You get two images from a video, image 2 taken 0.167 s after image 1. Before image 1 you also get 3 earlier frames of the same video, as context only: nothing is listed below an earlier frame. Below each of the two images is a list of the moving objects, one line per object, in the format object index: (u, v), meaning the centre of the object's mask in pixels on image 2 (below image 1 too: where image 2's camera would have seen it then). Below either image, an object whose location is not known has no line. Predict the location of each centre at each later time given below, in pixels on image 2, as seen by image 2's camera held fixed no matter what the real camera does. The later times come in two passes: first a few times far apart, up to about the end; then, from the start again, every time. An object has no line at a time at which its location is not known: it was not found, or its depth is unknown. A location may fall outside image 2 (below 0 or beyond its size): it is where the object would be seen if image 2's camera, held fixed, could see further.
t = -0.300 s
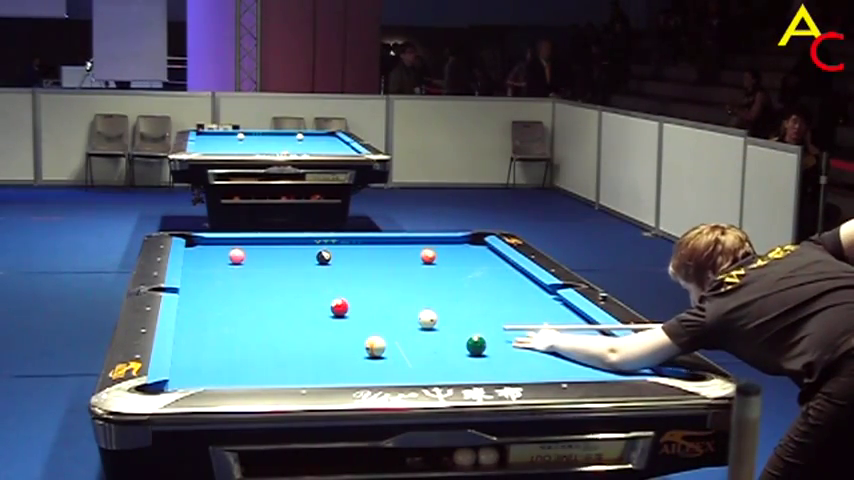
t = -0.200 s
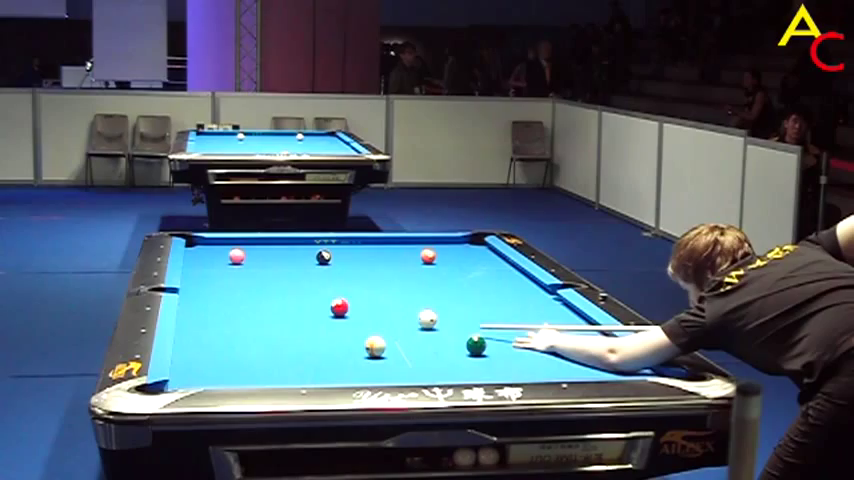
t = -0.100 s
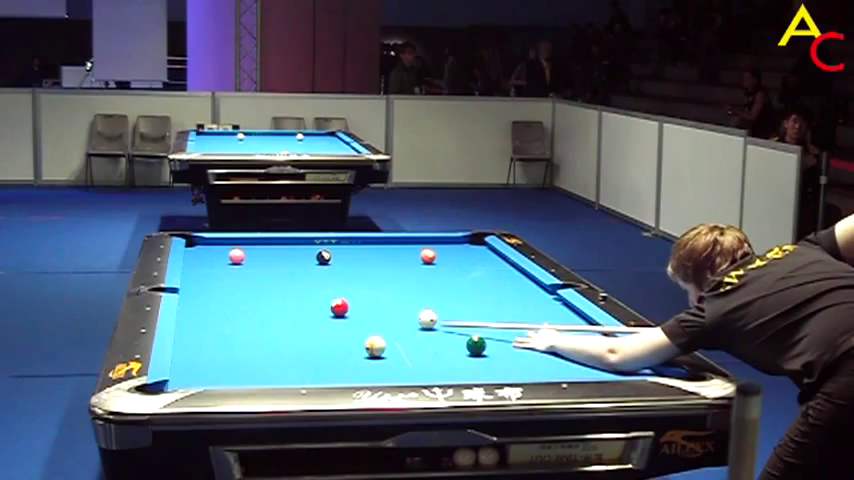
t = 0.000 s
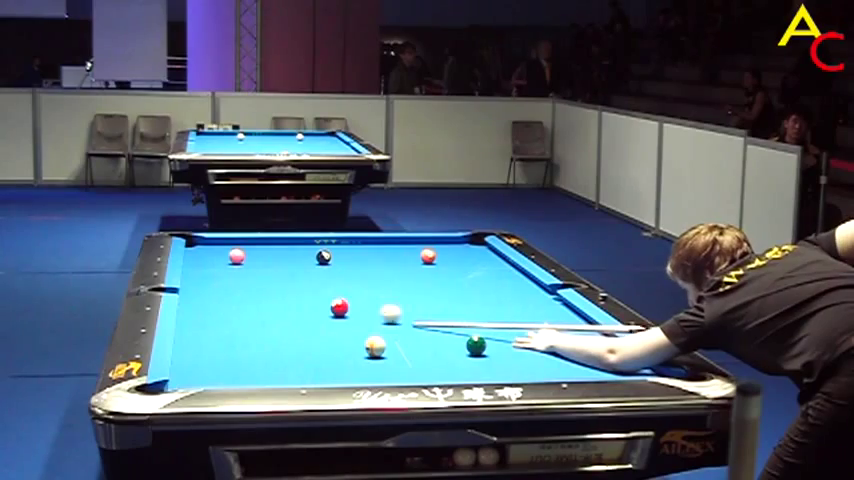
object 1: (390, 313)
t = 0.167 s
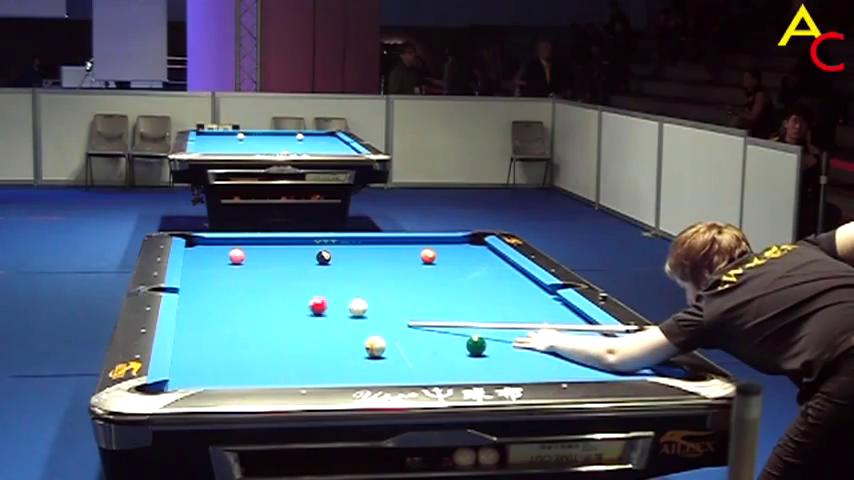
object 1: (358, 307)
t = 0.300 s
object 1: (360, 305)
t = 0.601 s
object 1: (366, 301)
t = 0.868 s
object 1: (370, 298)
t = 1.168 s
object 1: (375, 296)
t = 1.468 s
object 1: (378, 293)
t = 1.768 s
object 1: (382, 291)
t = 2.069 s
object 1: (384, 289)
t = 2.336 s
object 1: (386, 288)
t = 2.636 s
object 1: (387, 288)
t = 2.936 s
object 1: (387, 287)
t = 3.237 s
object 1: (387, 286)
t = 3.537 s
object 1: (387, 286)
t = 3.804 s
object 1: (387, 286)
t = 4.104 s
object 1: (387, 286)
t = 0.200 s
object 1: (358, 306)
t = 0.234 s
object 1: (359, 306)
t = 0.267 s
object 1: (360, 306)
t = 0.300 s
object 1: (360, 305)
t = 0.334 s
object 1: (361, 305)
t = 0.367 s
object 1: (361, 305)
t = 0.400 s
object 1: (362, 304)
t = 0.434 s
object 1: (363, 304)
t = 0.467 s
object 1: (363, 303)
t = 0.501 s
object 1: (364, 303)
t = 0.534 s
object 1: (364, 302)
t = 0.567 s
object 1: (365, 302)
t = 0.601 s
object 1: (366, 301)
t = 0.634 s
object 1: (366, 301)
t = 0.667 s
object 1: (367, 301)
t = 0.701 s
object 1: (367, 300)
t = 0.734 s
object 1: (368, 300)
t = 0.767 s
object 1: (368, 299)
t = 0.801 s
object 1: (369, 299)
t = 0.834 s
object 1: (369, 299)
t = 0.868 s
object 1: (370, 298)
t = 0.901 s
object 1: (371, 298)
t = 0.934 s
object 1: (371, 298)
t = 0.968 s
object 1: (372, 297)
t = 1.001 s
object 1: (372, 297)
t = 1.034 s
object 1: (373, 297)
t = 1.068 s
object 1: (373, 296)
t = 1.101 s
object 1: (374, 296)
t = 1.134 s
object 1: (374, 296)
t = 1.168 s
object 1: (375, 296)
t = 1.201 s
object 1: (375, 295)
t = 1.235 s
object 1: (375, 295)
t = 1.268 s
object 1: (376, 295)
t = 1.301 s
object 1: (376, 294)
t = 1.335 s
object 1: (377, 294)
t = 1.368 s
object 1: (377, 294)
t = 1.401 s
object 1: (377, 294)
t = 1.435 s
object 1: (378, 293)
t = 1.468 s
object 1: (378, 293)
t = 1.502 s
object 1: (379, 293)
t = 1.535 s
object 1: (379, 292)
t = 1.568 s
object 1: (380, 292)
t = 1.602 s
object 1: (380, 292)
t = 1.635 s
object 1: (381, 292)
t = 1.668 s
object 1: (381, 292)
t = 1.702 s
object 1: (381, 291)
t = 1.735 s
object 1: (382, 291)
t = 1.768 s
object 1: (382, 291)
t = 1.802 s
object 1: (382, 291)
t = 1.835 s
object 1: (383, 290)
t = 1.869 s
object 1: (383, 290)
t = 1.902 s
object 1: (383, 290)
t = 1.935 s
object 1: (383, 290)
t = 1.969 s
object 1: (384, 290)
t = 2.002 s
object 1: (384, 290)
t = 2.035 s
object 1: (384, 290)
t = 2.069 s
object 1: (384, 289)
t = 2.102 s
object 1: (385, 289)
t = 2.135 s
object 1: (385, 289)
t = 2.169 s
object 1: (385, 289)
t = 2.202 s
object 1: (385, 289)
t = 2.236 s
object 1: (385, 289)
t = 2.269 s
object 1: (386, 289)
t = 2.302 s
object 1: (386, 288)
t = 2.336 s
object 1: (386, 288)
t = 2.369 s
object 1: (386, 288)
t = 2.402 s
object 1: (386, 288)
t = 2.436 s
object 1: (386, 288)
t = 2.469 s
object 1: (386, 288)
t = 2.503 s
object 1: (386, 288)
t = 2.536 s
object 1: (387, 288)
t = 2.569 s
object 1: (387, 287)
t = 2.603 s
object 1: (387, 288)
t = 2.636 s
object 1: (387, 288)
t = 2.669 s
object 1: (387, 287)
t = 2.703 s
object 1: (387, 287)
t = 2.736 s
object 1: (387, 287)
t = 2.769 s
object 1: (387, 287)
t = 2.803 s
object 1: (387, 287)
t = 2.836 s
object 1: (387, 287)
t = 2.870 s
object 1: (387, 287)
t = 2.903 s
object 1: (387, 287)
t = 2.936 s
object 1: (387, 287)
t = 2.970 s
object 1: (387, 287)
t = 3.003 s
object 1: (387, 287)
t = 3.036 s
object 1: (387, 287)
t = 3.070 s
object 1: (387, 287)
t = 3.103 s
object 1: (387, 287)
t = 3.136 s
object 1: (387, 287)
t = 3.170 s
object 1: (387, 286)
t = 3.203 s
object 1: (387, 286)
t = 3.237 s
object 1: (387, 286)
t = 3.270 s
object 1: (387, 286)
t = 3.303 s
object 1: (387, 286)
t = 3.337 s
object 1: (387, 286)
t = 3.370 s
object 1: (387, 286)
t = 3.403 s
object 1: (387, 286)
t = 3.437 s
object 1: (387, 286)
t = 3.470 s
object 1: (387, 286)
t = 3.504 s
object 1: (387, 286)
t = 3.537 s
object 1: (387, 286)
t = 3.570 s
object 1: (387, 286)
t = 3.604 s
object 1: (387, 286)
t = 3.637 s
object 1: (387, 286)
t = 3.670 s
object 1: (387, 286)
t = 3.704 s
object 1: (387, 286)
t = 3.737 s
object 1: (387, 286)
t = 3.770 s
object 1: (387, 286)
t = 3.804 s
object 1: (387, 286)
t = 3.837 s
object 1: (387, 286)
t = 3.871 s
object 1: (387, 286)
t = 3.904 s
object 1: (387, 286)
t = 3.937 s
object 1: (387, 286)
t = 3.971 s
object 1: (387, 286)
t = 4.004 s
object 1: (387, 286)
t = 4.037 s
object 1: (387, 286)
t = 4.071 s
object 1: (387, 286)
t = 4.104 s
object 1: (387, 286)
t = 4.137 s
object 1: (387, 286)
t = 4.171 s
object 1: (387, 286)
